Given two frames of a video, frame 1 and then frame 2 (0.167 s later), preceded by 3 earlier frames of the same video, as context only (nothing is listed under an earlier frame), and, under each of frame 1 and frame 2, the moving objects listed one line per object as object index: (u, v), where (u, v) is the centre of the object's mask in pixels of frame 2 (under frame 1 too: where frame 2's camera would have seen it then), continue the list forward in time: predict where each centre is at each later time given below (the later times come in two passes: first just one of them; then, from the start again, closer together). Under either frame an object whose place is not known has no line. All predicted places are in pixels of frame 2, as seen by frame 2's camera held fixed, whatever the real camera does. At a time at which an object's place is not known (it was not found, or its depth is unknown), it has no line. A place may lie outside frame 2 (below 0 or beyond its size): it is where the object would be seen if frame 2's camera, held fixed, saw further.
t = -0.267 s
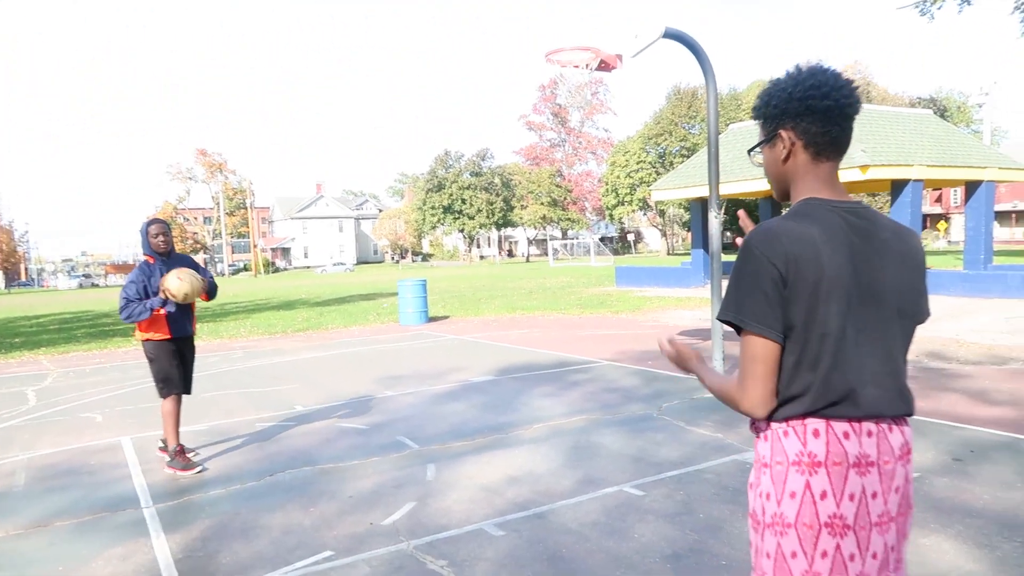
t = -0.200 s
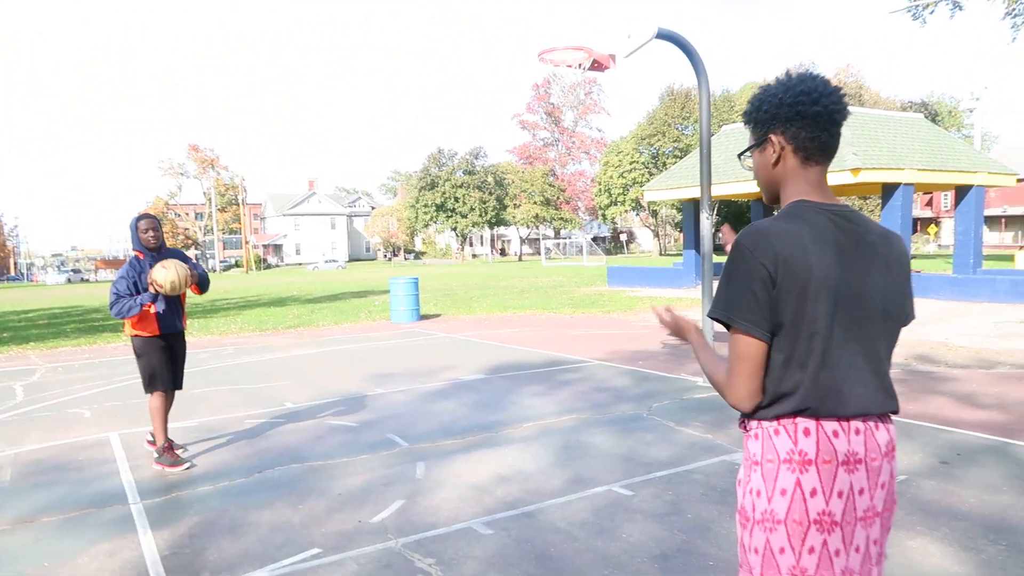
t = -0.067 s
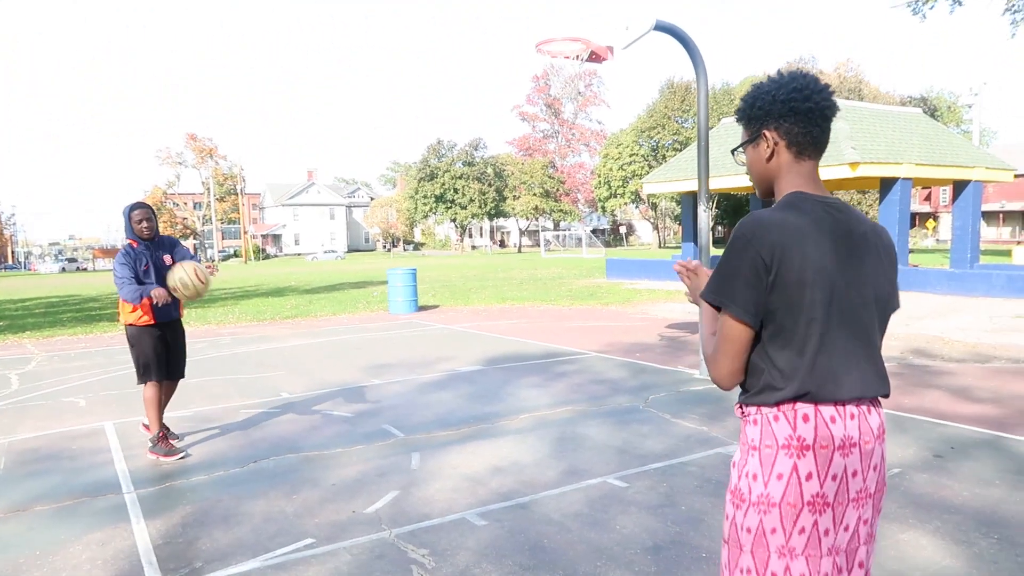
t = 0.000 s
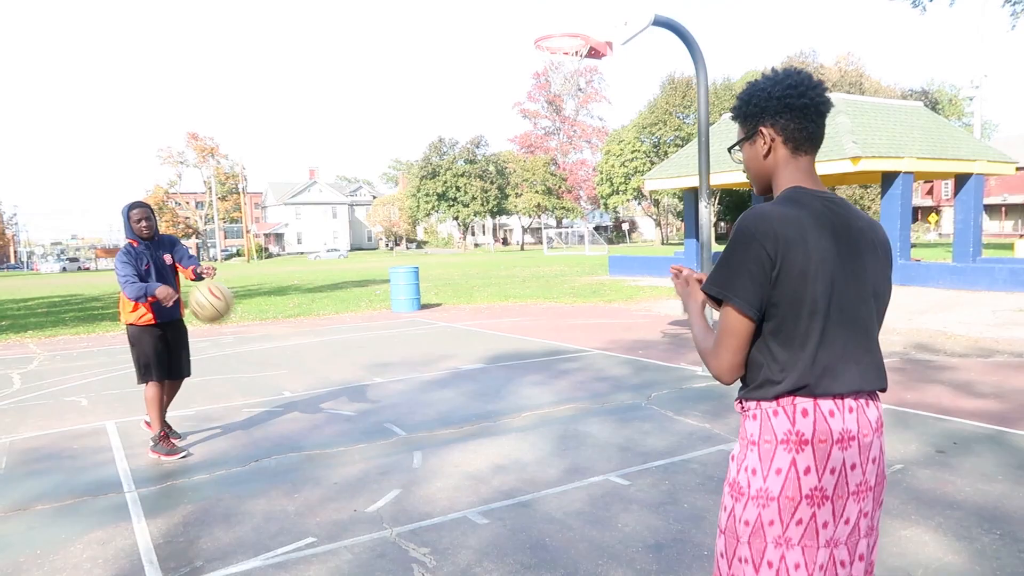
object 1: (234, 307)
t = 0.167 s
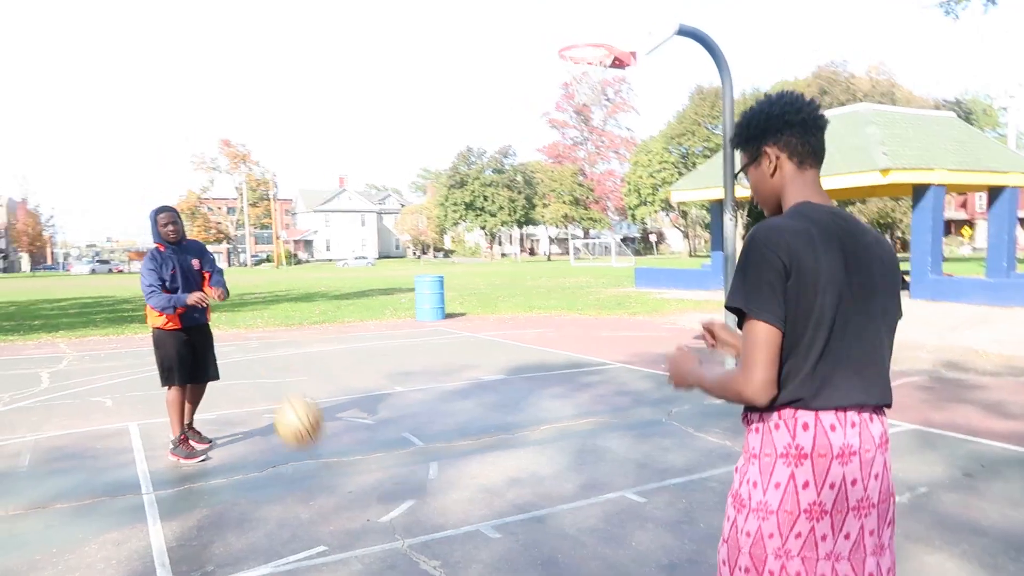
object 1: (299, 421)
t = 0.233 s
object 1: (330, 492)
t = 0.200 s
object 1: (313, 452)
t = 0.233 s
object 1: (330, 492)
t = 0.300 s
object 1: (366, 544)
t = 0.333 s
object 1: (374, 523)
